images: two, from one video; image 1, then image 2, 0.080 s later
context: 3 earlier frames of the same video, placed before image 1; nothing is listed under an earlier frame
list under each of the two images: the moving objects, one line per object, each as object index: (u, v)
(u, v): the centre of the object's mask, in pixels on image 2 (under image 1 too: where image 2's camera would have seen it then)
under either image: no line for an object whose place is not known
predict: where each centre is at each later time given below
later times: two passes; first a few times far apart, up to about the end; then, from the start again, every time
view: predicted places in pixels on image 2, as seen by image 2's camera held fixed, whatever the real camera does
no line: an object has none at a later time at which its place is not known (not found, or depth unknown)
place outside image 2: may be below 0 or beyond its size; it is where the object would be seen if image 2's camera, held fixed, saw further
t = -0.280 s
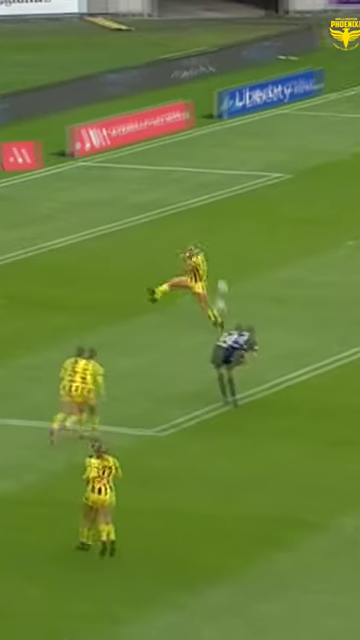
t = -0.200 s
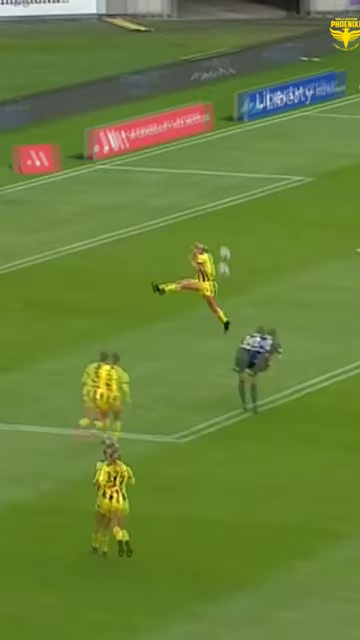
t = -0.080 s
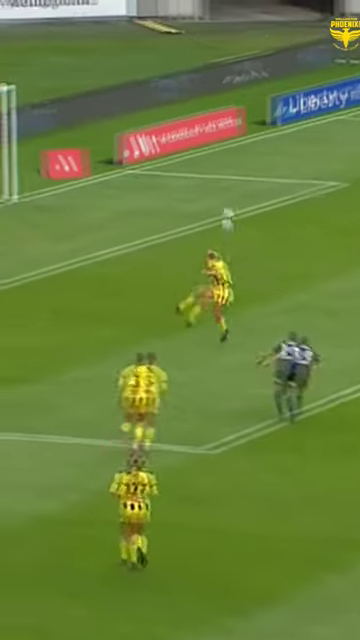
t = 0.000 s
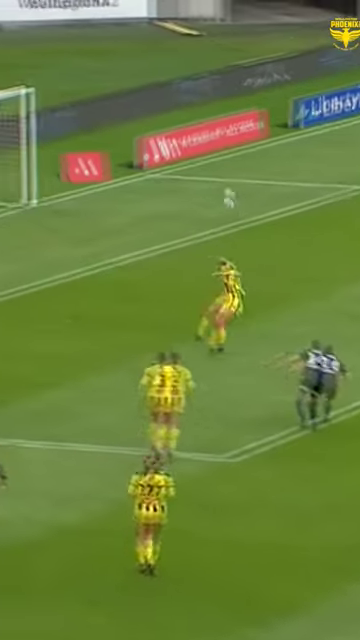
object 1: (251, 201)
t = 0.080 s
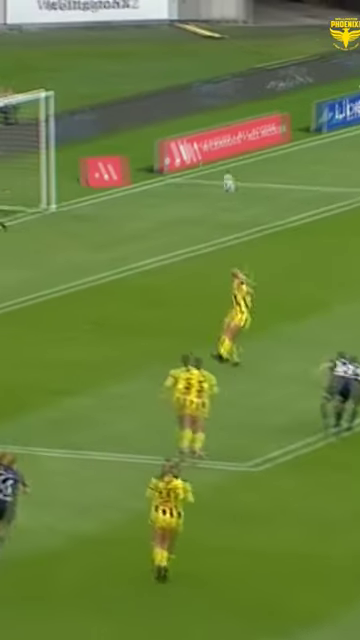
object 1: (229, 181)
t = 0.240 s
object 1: (182, 154)
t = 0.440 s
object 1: (123, 147)
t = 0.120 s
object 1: (218, 173)
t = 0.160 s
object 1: (206, 165)
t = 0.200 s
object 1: (194, 160)
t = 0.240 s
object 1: (182, 154)
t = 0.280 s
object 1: (171, 152)
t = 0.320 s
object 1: (159, 150)
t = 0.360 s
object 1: (146, 148)
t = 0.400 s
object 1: (135, 147)
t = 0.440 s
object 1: (123, 147)
